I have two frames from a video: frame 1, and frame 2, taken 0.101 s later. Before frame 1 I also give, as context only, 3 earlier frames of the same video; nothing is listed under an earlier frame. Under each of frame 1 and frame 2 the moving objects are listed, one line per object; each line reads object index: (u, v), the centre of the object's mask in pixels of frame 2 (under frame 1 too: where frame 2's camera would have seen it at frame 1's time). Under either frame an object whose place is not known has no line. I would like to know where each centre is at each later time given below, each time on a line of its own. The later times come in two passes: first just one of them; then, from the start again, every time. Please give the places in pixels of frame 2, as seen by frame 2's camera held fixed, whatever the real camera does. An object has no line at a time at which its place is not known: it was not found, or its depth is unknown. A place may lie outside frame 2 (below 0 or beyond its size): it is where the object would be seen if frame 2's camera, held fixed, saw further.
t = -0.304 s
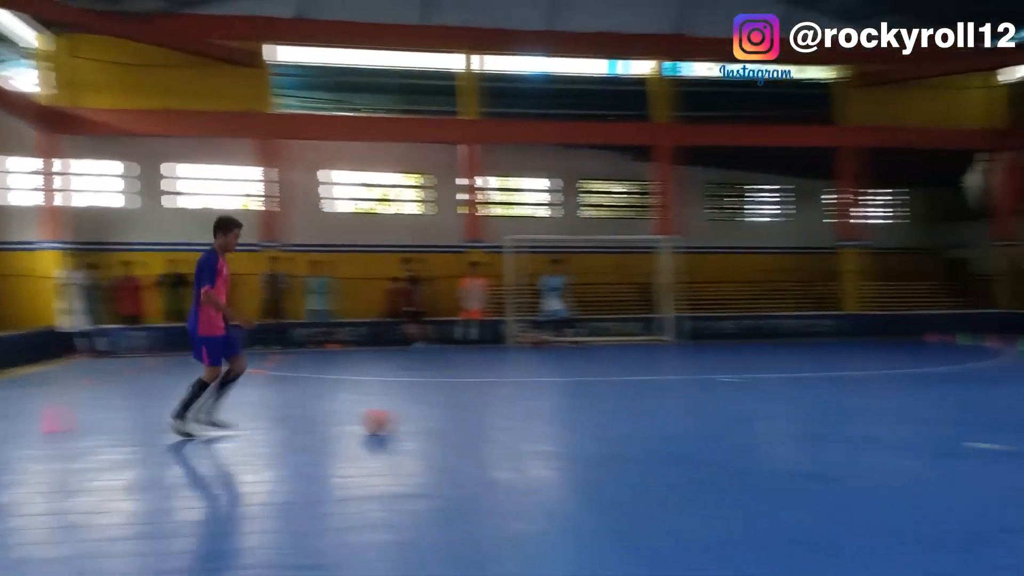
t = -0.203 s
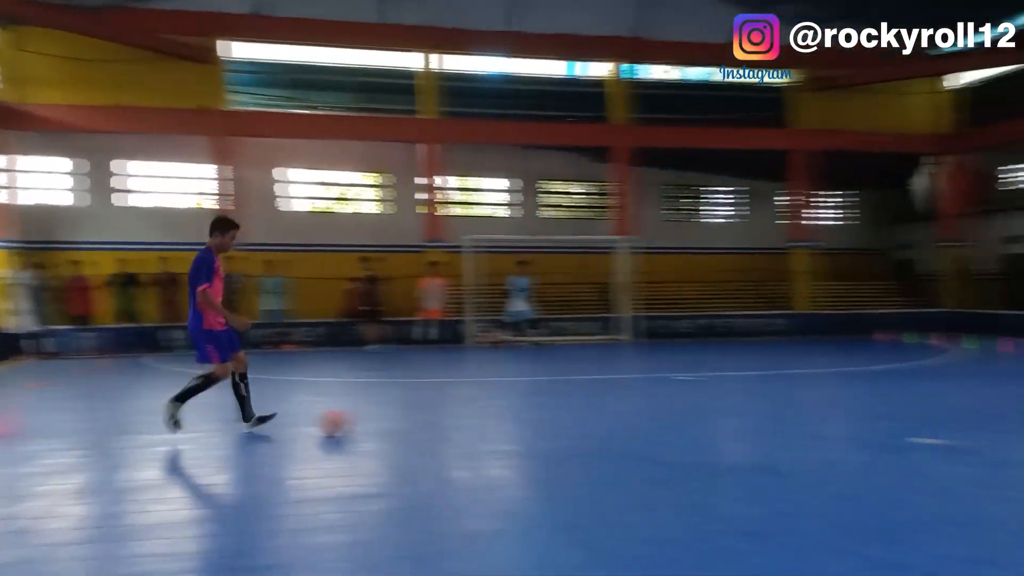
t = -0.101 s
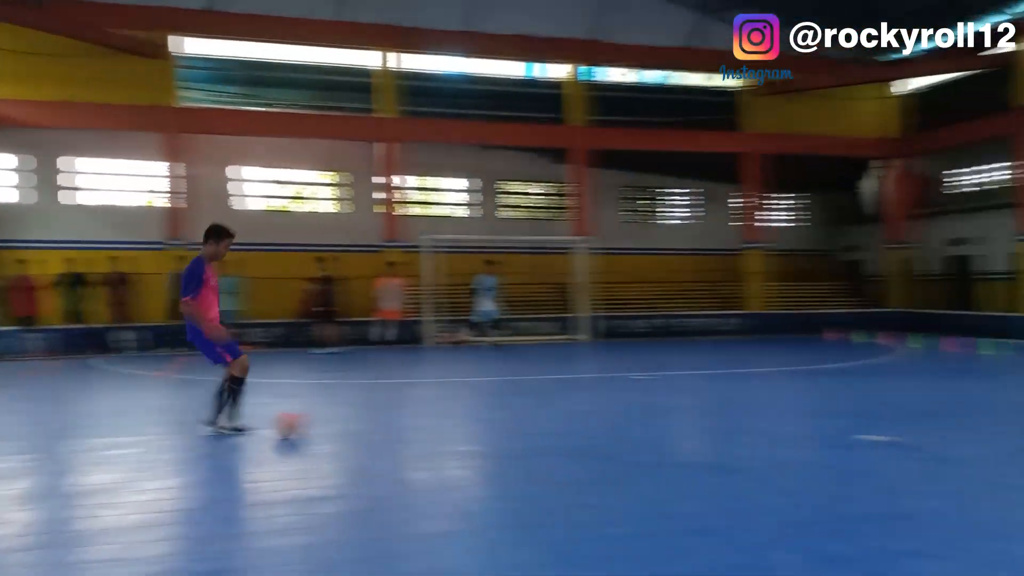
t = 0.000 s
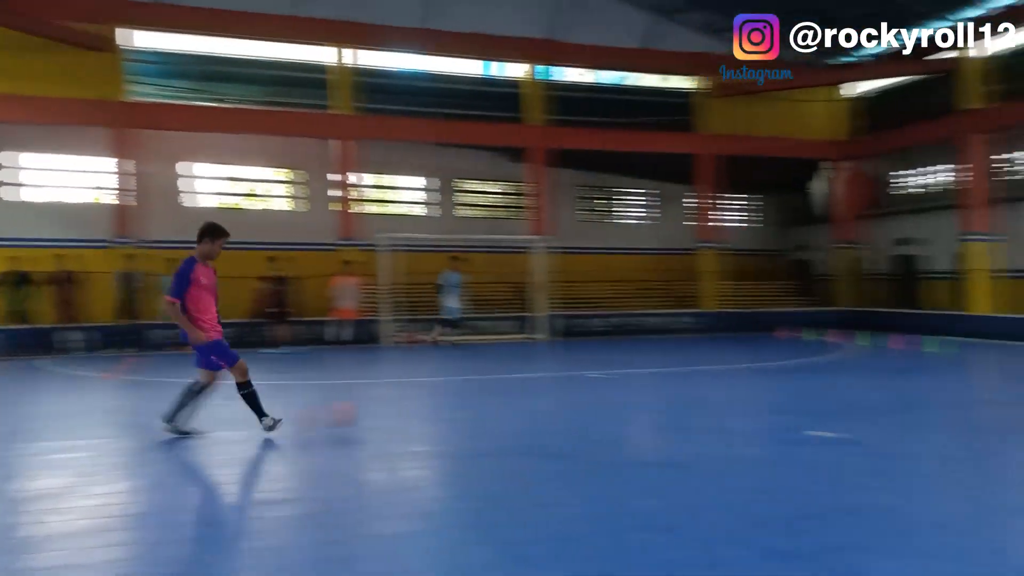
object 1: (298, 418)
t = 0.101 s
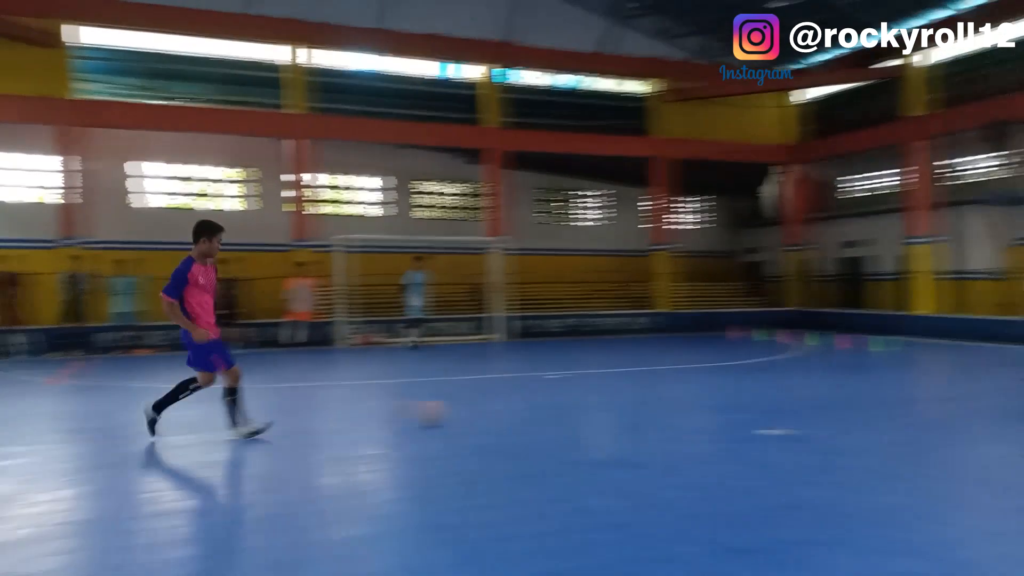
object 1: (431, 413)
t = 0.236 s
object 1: (568, 403)
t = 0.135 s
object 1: (468, 411)
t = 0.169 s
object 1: (498, 409)
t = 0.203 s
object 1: (534, 404)
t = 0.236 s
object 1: (568, 403)
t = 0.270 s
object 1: (597, 401)
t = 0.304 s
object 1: (625, 400)
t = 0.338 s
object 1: (652, 398)
